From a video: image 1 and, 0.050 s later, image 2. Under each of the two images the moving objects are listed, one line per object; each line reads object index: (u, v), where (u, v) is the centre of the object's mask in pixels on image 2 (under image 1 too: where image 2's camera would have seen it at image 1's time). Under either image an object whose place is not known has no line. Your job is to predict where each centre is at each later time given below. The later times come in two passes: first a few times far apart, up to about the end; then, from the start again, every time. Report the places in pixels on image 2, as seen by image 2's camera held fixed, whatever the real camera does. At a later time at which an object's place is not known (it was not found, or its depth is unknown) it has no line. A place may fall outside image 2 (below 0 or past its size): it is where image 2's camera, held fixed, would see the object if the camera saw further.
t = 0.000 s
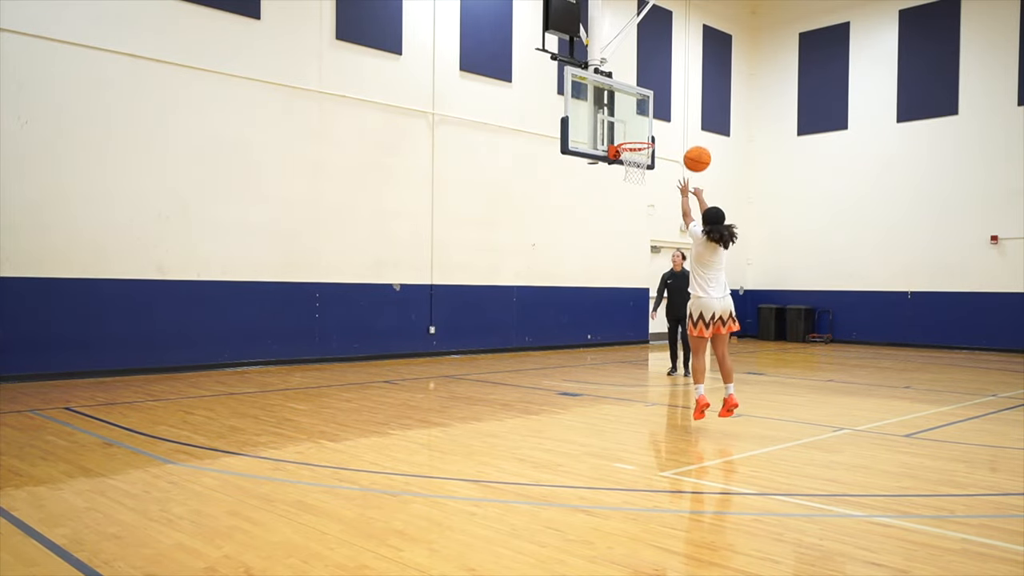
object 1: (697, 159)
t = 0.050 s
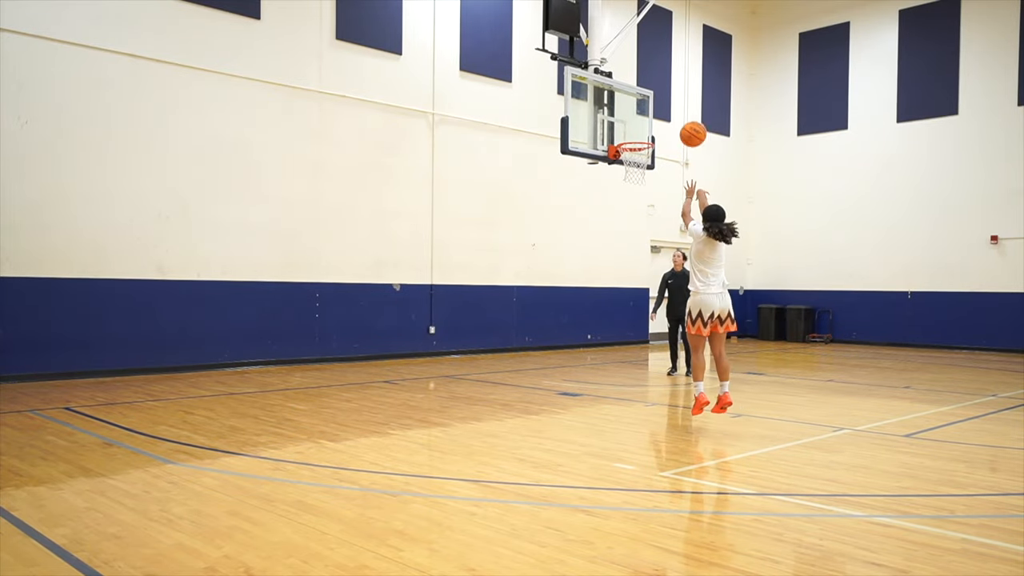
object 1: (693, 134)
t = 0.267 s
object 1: (676, 69)
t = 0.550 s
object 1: (660, 62)
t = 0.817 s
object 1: (648, 114)
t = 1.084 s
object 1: (661, 111)
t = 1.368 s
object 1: (682, 126)
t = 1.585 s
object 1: (699, 180)
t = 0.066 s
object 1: (692, 127)
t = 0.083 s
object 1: (690, 120)
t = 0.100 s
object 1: (689, 113)
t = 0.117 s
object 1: (687, 107)
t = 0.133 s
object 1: (686, 101)
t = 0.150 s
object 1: (685, 96)
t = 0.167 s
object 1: (684, 91)
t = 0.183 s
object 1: (683, 86)
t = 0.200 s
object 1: (681, 82)
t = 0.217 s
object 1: (680, 78)
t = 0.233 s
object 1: (679, 75)
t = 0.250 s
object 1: (678, 71)
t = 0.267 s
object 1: (676, 69)
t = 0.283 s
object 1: (675, 66)
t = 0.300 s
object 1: (674, 64)
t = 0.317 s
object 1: (673, 62)
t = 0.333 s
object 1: (672, 60)
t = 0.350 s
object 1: (671, 59)
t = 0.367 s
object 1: (670, 58)
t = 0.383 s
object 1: (669, 57)
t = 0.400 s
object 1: (668, 56)
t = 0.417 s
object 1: (667, 56)
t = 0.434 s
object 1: (666, 56)
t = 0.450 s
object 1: (665, 57)
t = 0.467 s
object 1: (664, 57)
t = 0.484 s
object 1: (663, 58)
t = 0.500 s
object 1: (663, 58)
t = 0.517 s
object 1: (662, 59)
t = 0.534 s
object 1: (661, 61)
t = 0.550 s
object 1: (660, 62)
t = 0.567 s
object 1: (659, 65)
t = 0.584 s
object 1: (659, 66)
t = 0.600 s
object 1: (658, 69)
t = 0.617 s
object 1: (657, 71)
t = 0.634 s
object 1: (656, 74)
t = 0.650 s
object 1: (655, 77)
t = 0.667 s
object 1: (655, 79)
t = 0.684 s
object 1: (654, 83)
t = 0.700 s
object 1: (653, 86)
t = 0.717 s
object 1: (652, 90)
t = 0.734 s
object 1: (652, 93)
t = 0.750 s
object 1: (651, 97)
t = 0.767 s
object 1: (650, 102)
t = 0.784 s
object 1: (649, 106)
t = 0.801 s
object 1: (649, 110)
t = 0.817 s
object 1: (648, 114)
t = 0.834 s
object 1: (647, 119)
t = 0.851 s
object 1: (646, 124)
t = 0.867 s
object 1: (646, 129)
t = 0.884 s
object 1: (645, 135)
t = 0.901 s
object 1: (646, 133)
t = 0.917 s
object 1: (647, 130)
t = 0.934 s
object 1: (649, 127)
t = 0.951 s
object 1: (650, 124)
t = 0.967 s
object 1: (651, 122)
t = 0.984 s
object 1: (653, 120)
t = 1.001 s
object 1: (654, 118)
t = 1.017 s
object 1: (656, 116)
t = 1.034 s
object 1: (657, 114)
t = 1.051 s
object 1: (658, 113)
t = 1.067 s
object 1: (660, 112)
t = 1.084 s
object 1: (661, 111)
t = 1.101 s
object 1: (662, 110)
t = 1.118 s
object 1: (663, 110)
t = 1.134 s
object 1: (664, 109)
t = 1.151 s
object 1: (665, 109)
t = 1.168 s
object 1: (667, 109)
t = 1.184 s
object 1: (668, 109)
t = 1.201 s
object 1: (669, 110)
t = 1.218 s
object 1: (671, 110)
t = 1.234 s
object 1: (672, 111)
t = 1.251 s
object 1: (673, 112)
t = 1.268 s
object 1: (675, 114)
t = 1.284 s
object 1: (676, 115)
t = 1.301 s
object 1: (677, 117)
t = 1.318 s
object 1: (679, 119)
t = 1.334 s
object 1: (680, 121)
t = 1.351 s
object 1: (681, 124)
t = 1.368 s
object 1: (682, 126)
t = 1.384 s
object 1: (684, 129)
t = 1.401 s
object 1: (685, 132)
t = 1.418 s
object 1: (686, 135)
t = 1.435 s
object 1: (688, 139)
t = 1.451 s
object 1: (689, 143)
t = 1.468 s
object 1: (690, 146)
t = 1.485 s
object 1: (691, 151)
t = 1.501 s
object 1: (692, 155)
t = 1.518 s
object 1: (694, 159)
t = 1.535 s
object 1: (695, 164)
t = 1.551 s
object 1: (696, 169)
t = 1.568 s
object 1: (697, 174)
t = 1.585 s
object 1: (699, 180)
